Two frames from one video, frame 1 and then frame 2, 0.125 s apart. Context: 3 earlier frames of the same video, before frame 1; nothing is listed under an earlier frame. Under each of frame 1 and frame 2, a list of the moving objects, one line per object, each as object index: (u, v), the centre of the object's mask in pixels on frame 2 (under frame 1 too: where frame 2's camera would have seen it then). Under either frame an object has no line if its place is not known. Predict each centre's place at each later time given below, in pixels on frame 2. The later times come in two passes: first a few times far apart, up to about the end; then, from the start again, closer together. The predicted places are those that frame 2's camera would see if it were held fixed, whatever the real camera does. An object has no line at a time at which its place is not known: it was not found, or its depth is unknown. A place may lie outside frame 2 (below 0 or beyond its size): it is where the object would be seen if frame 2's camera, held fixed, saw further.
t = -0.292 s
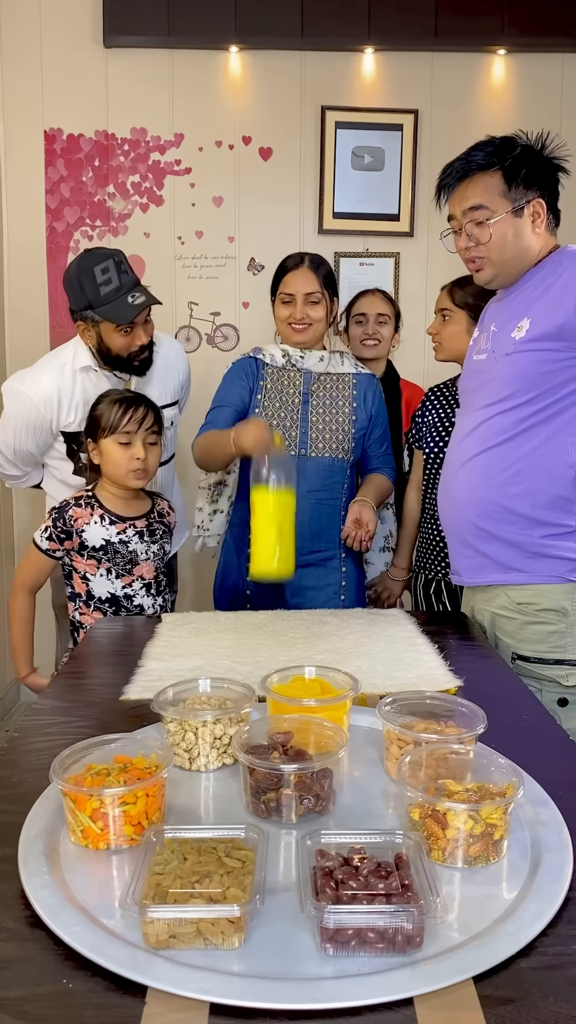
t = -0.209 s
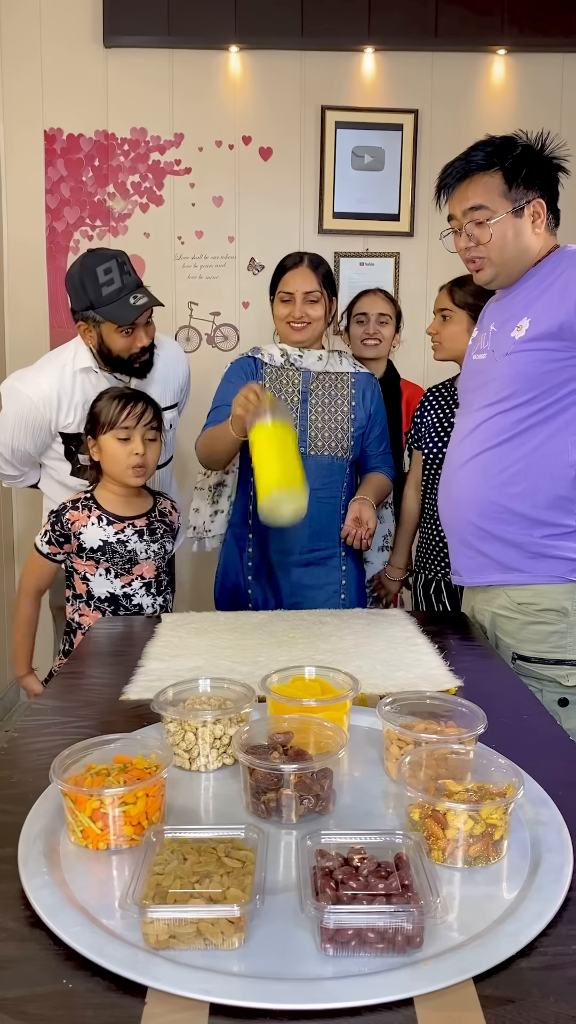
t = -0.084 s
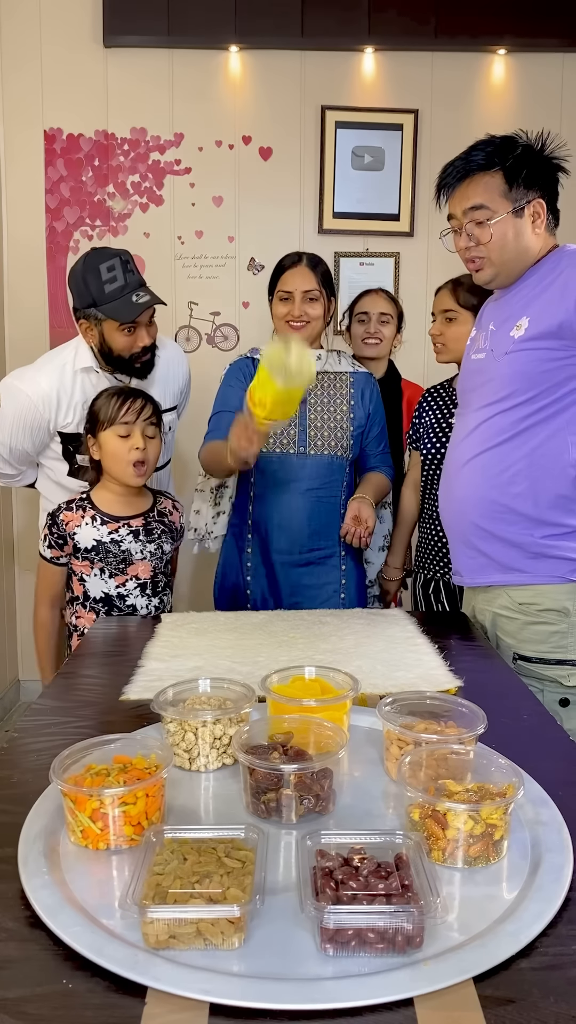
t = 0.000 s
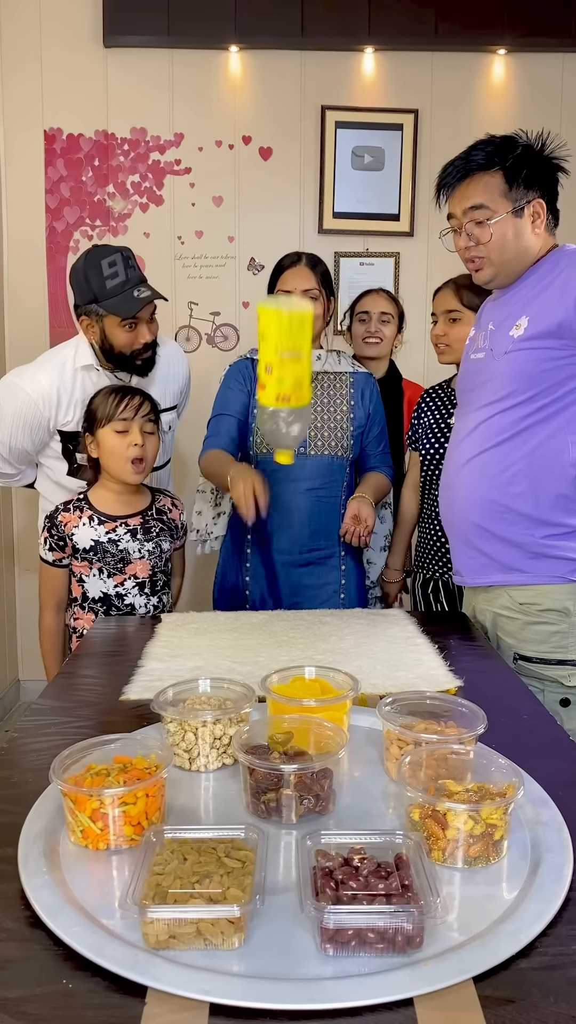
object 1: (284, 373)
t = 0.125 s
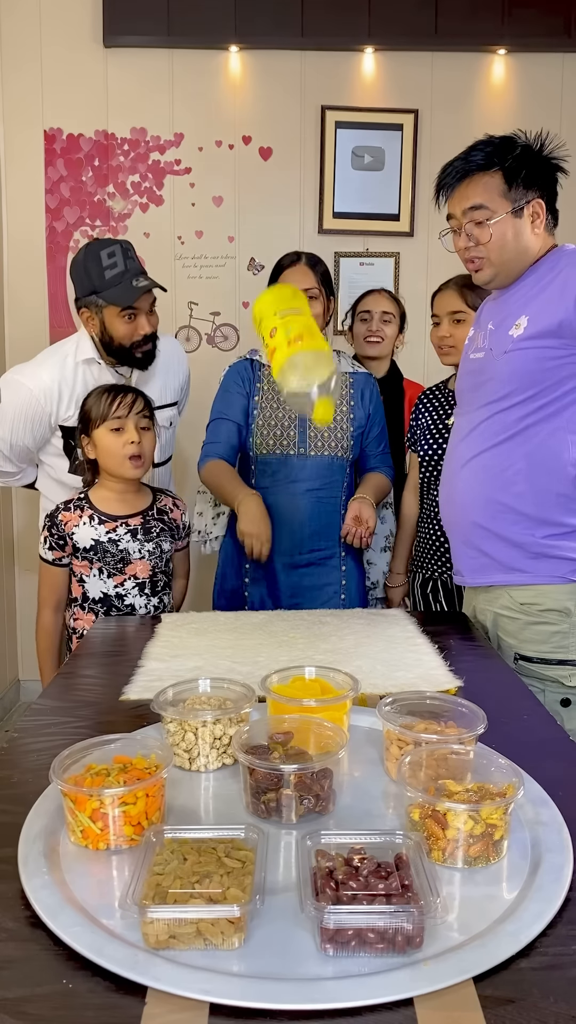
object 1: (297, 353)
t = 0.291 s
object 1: (291, 477)
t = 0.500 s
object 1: (295, 577)
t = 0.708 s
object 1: (294, 577)
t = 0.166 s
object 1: (298, 352)
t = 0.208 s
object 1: (295, 390)
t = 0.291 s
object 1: (291, 477)
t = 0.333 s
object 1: (289, 536)
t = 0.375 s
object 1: (289, 576)
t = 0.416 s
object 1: (292, 576)
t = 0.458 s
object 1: (293, 576)
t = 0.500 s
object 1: (295, 577)
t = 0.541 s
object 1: (295, 577)
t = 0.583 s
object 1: (294, 577)
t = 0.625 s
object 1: (295, 577)
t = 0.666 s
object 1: (295, 577)
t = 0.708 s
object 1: (294, 577)
